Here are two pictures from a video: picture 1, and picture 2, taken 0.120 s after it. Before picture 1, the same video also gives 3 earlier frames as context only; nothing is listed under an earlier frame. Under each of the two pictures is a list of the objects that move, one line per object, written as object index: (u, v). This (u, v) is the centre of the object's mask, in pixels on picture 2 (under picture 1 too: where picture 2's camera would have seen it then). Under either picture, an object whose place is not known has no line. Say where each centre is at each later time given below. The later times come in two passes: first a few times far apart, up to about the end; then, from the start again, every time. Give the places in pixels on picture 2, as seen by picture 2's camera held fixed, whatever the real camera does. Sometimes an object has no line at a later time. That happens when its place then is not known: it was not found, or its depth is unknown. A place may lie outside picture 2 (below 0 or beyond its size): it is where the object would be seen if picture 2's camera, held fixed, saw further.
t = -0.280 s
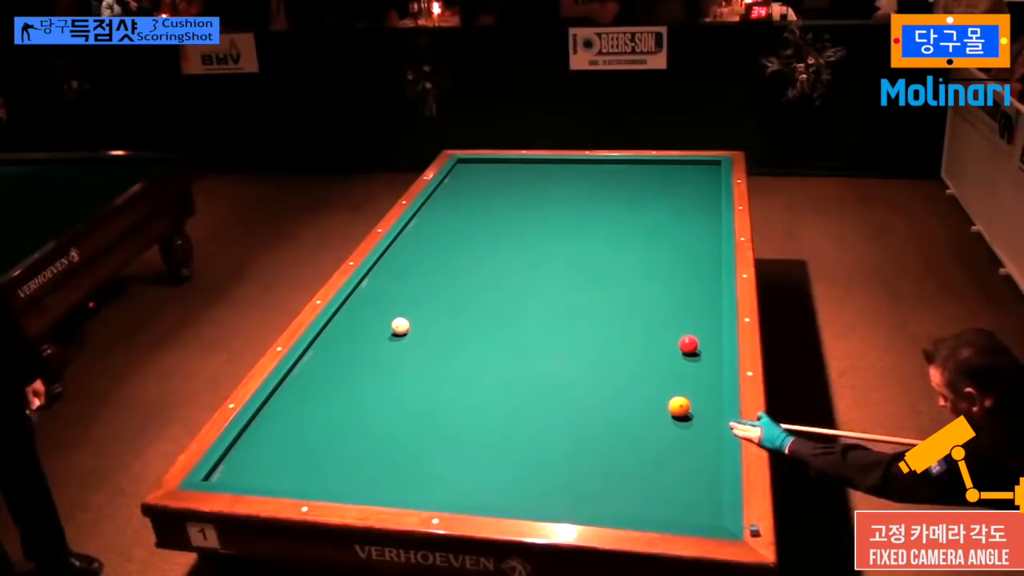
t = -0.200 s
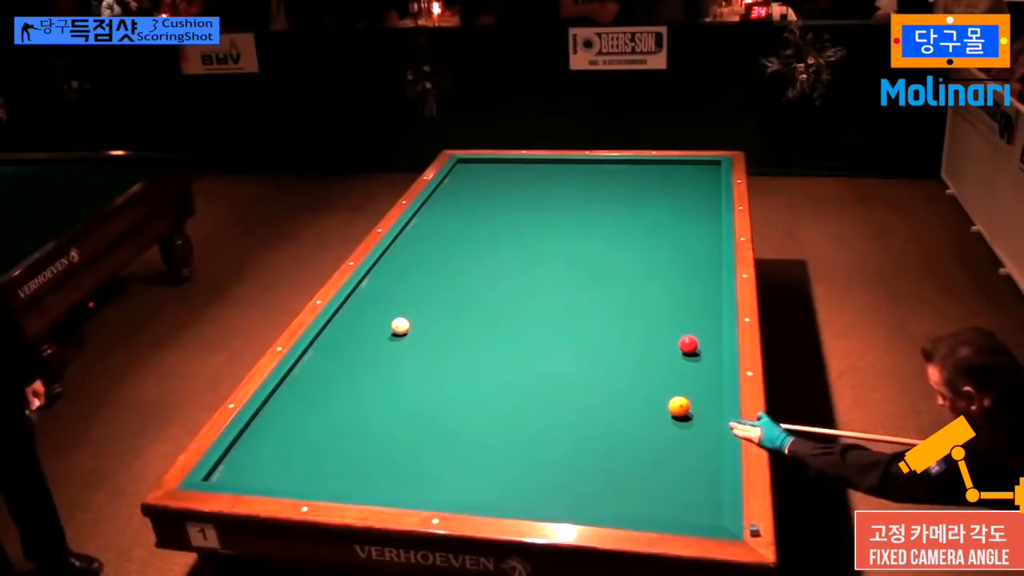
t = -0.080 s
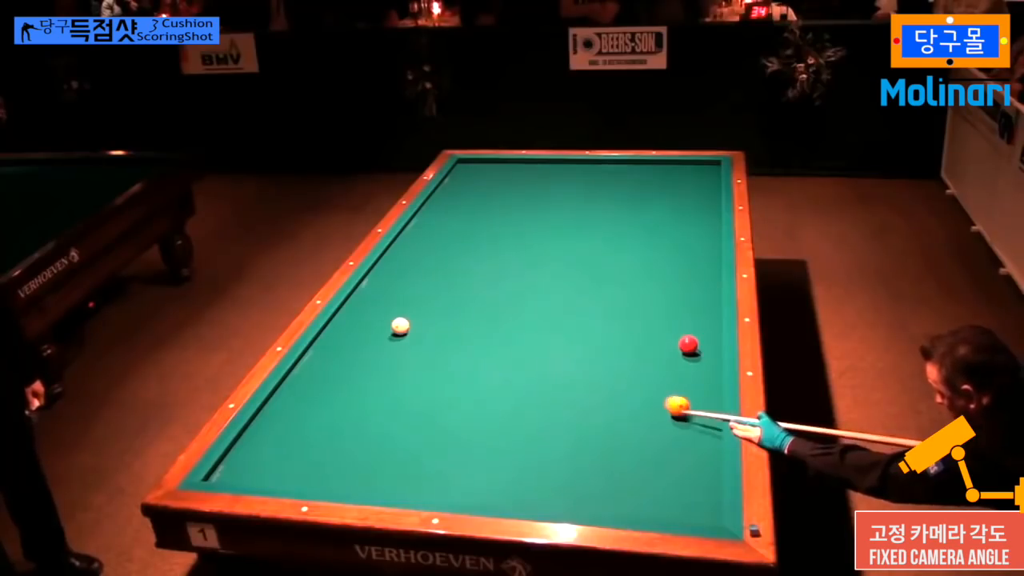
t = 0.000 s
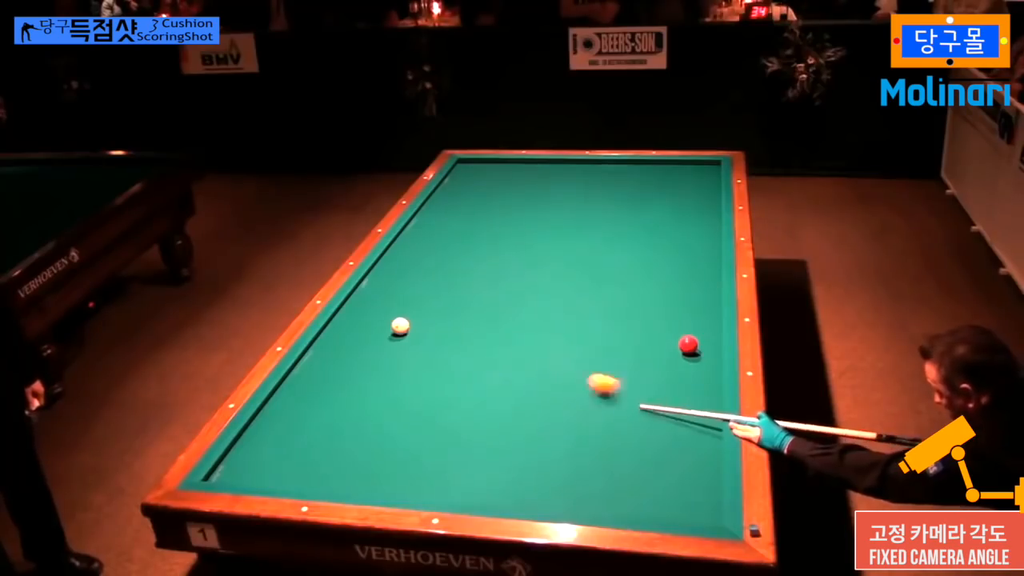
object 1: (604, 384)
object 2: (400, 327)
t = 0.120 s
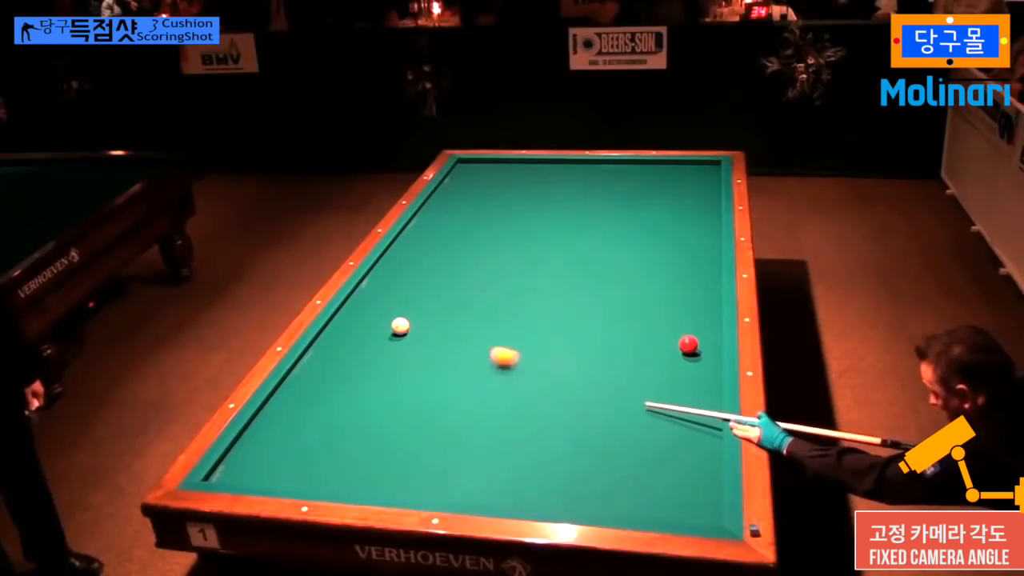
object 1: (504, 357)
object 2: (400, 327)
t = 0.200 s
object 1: (447, 341)
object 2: (400, 327)
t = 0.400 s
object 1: (378, 343)
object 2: (356, 296)
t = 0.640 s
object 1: (326, 358)
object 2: (452, 273)
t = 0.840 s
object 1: (303, 376)
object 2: (511, 257)
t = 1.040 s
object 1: (302, 400)
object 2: (566, 243)
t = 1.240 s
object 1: (299, 426)
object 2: (617, 230)
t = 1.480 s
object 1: (296, 460)
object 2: (676, 215)
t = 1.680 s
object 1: (303, 479)
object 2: (711, 204)
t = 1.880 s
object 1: (346, 468)
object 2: (684, 197)
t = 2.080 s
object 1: (386, 458)
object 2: (665, 189)
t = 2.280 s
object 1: (424, 448)
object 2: (648, 183)
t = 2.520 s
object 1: (467, 437)
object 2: (628, 175)
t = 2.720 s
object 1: (501, 428)
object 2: (612, 169)
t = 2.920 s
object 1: (535, 420)
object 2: (597, 164)
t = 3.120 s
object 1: (567, 412)
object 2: (584, 163)
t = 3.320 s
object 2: (573, 165)
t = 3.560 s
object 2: (559, 168)
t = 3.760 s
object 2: (548, 171)
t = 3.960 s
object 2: (537, 173)
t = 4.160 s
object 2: (527, 175)
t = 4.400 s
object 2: (514, 178)
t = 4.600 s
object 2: (504, 180)
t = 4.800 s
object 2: (494, 182)
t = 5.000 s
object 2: (484, 185)
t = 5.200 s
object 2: (474, 187)
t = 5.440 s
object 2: (463, 189)
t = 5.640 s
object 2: (454, 191)
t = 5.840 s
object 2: (446, 193)
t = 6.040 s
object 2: (438, 195)
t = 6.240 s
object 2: (436, 196)
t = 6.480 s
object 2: (439, 198)
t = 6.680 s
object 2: (441, 199)
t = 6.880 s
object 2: (443, 200)
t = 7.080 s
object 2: (445, 201)
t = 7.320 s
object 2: (447, 201)
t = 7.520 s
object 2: (449, 202)
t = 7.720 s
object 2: (450, 203)
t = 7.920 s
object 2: (451, 203)
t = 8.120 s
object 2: (452, 204)
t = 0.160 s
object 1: (475, 349)
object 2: (400, 327)
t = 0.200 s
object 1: (447, 341)
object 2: (400, 327)
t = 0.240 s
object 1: (421, 334)
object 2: (400, 327)
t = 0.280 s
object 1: (405, 334)
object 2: (391, 320)
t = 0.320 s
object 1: (396, 337)
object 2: (377, 311)
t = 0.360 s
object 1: (387, 340)
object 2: (363, 303)
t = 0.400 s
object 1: (378, 343)
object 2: (356, 296)
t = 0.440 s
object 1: (370, 345)
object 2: (374, 291)
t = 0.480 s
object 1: (361, 348)
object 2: (391, 287)
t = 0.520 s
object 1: (352, 351)
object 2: (408, 283)
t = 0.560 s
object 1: (343, 353)
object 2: (423, 280)
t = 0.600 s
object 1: (334, 356)
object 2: (438, 276)
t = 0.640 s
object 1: (326, 358)
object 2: (452, 273)
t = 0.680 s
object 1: (317, 361)
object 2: (464, 269)
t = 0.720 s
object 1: (308, 364)
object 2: (476, 266)
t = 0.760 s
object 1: (300, 367)
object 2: (488, 263)
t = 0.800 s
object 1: (301, 371)
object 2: (500, 260)
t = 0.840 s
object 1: (303, 376)
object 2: (511, 257)
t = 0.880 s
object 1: (303, 381)
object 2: (522, 254)
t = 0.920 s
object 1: (303, 386)
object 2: (533, 252)
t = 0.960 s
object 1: (302, 390)
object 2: (544, 249)
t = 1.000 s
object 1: (302, 395)
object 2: (555, 246)
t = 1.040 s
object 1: (302, 400)
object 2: (566, 243)
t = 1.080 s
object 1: (301, 405)
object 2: (576, 241)
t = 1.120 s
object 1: (300, 410)
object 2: (587, 238)
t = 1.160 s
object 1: (300, 416)
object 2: (597, 235)
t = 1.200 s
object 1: (299, 421)
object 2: (607, 233)
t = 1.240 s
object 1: (299, 426)
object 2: (617, 230)
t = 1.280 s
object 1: (298, 431)
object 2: (628, 228)
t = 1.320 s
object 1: (298, 437)
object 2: (638, 225)
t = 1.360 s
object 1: (297, 443)
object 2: (647, 223)
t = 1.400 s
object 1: (297, 448)
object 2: (657, 220)
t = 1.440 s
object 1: (296, 454)
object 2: (667, 217)
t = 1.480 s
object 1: (296, 460)
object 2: (676, 215)
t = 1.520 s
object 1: (295, 466)
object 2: (686, 213)
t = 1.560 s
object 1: (295, 472)
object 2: (695, 210)
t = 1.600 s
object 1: (294, 477)
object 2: (704, 208)
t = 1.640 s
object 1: (294, 481)
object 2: (713, 206)
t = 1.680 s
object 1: (303, 479)
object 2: (711, 204)
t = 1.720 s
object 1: (313, 477)
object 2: (705, 202)
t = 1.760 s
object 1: (322, 474)
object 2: (698, 201)
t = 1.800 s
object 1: (330, 472)
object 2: (693, 200)
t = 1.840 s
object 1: (338, 470)
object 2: (688, 198)
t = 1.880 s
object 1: (346, 468)
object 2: (684, 197)
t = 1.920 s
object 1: (354, 466)
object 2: (680, 195)
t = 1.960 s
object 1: (362, 464)
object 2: (676, 194)
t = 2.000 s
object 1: (370, 461)
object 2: (673, 192)
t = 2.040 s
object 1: (378, 460)
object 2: (669, 191)
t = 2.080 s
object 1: (386, 458)
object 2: (665, 189)
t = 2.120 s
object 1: (394, 456)
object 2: (662, 188)
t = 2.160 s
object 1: (401, 454)
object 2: (658, 187)
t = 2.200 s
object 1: (409, 452)
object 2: (654, 185)
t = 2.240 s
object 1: (416, 450)
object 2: (651, 184)
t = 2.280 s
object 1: (424, 448)
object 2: (648, 183)
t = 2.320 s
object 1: (431, 446)
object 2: (644, 181)
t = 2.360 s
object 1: (439, 444)
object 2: (641, 180)
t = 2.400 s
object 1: (446, 442)
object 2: (638, 179)
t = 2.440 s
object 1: (453, 441)
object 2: (634, 178)
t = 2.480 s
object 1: (460, 439)
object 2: (631, 176)
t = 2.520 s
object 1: (467, 437)
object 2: (628, 175)
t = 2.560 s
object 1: (474, 435)
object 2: (625, 174)
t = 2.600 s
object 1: (481, 433)
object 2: (622, 173)
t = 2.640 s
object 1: (488, 432)
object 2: (619, 172)
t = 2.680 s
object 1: (495, 430)
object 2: (615, 171)
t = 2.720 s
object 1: (501, 428)
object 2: (612, 169)
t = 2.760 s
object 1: (508, 426)
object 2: (609, 168)
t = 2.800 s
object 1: (515, 425)
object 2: (606, 167)
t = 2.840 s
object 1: (522, 423)
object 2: (603, 166)
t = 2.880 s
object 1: (528, 421)
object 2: (600, 165)
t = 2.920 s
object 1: (535, 420)
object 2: (597, 164)
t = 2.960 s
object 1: (541, 418)
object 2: (595, 162)
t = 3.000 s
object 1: (548, 416)
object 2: (592, 162)
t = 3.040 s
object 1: (554, 415)
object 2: (589, 162)
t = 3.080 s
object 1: (560, 413)
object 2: (587, 162)
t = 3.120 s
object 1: (567, 412)
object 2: (584, 163)
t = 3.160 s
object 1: (573, 410)
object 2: (582, 163)
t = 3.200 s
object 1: (579, 408)
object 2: (580, 164)
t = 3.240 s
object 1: (585, 407)
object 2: (577, 164)
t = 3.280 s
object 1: (591, 405)
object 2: (575, 165)
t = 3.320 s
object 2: (573, 165)
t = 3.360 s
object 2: (571, 166)
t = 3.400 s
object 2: (568, 166)
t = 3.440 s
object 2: (566, 167)
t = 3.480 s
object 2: (564, 167)
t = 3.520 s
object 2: (562, 168)
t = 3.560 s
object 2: (559, 168)
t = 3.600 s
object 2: (557, 169)
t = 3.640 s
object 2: (555, 169)
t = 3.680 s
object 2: (553, 170)
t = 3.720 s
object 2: (550, 170)
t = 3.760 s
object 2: (548, 171)
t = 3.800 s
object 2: (546, 171)
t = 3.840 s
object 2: (544, 171)
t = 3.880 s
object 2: (542, 172)
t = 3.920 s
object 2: (539, 172)
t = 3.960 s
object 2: (537, 173)
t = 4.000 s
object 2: (535, 173)
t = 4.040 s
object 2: (533, 174)
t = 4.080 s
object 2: (531, 174)
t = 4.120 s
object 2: (529, 175)
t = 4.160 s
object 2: (527, 175)
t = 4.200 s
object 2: (524, 176)
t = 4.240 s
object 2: (522, 176)
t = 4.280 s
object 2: (520, 177)
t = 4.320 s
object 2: (518, 177)
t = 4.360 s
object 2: (516, 177)
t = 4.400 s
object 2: (514, 178)
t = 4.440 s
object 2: (512, 178)
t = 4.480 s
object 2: (510, 179)
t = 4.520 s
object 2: (508, 179)
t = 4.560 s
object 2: (506, 180)
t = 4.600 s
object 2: (504, 180)
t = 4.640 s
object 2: (502, 181)
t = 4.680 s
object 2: (500, 181)
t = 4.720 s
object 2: (498, 182)
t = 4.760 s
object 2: (496, 182)
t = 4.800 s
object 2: (494, 182)
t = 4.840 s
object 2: (492, 183)
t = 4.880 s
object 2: (490, 183)
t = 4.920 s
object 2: (488, 184)
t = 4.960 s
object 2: (486, 184)
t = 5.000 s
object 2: (484, 185)
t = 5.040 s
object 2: (482, 185)
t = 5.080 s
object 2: (480, 185)
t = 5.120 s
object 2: (478, 186)
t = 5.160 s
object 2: (476, 186)
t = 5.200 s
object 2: (474, 187)
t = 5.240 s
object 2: (472, 187)
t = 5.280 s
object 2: (470, 187)
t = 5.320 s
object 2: (469, 188)
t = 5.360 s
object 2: (467, 188)
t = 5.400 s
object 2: (465, 189)
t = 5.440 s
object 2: (463, 189)
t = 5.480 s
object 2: (461, 189)
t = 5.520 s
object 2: (460, 190)
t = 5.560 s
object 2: (458, 190)
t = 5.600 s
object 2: (456, 190)
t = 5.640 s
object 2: (454, 191)
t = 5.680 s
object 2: (453, 191)
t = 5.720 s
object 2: (451, 192)
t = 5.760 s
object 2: (449, 192)
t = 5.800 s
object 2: (448, 193)
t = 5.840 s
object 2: (446, 193)
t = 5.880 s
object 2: (444, 193)
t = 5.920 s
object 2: (443, 194)
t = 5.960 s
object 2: (441, 194)
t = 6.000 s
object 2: (439, 194)
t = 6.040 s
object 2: (438, 195)
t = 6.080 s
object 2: (436, 195)
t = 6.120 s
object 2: (435, 195)
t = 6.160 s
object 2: (435, 195)
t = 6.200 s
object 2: (435, 196)
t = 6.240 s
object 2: (436, 196)
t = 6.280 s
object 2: (436, 196)
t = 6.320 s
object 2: (437, 196)
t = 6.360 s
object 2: (437, 197)
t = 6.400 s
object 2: (438, 197)
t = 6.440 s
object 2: (438, 197)
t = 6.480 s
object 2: (439, 198)
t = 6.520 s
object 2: (439, 198)
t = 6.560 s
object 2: (440, 198)
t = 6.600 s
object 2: (440, 198)
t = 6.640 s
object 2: (441, 198)
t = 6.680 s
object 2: (441, 199)
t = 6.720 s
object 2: (441, 199)
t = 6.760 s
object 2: (442, 199)
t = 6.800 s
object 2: (442, 199)
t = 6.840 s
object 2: (443, 199)
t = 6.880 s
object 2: (443, 200)
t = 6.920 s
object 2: (443, 200)
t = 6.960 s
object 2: (444, 200)
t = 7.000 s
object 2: (444, 200)
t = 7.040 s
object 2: (445, 200)
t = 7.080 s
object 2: (445, 201)
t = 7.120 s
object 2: (445, 201)
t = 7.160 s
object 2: (446, 201)
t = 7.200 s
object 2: (446, 201)
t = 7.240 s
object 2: (447, 201)
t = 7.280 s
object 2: (447, 201)
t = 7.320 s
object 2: (447, 201)
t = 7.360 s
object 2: (448, 202)
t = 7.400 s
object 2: (448, 202)
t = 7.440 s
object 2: (448, 202)
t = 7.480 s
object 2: (449, 202)
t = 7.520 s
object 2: (449, 202)
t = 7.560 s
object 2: (449, 202)
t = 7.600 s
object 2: (449, 202)
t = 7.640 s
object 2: (450, 202)
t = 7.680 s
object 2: (450, 202)
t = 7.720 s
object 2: (450, 203)
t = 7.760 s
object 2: (450, 203)
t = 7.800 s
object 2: (450, 203)
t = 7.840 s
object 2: (451, 203)
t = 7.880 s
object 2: (451, 203)
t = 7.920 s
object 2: (451, 203)
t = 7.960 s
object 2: (451, 203)
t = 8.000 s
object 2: (451, 203)
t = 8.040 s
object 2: (451, 203)
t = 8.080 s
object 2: (452, 203)
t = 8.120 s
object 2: (452, 204)
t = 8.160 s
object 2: (452, 204)
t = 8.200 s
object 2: (452, 204)
